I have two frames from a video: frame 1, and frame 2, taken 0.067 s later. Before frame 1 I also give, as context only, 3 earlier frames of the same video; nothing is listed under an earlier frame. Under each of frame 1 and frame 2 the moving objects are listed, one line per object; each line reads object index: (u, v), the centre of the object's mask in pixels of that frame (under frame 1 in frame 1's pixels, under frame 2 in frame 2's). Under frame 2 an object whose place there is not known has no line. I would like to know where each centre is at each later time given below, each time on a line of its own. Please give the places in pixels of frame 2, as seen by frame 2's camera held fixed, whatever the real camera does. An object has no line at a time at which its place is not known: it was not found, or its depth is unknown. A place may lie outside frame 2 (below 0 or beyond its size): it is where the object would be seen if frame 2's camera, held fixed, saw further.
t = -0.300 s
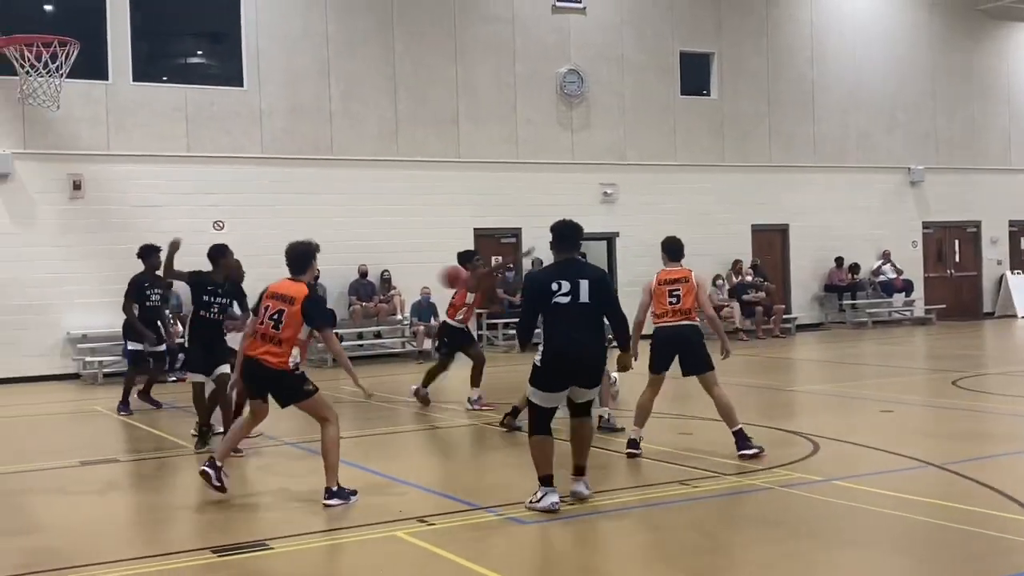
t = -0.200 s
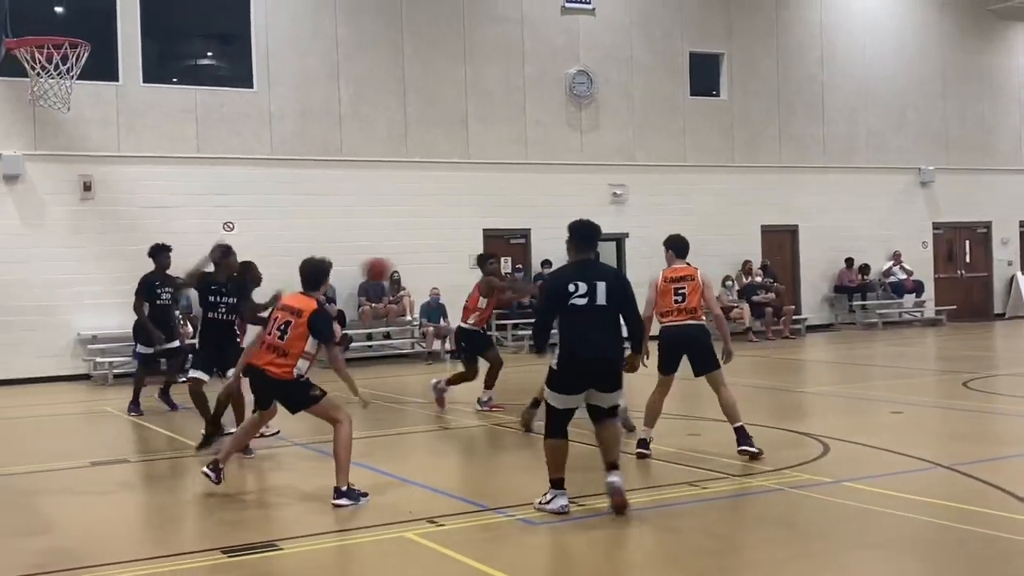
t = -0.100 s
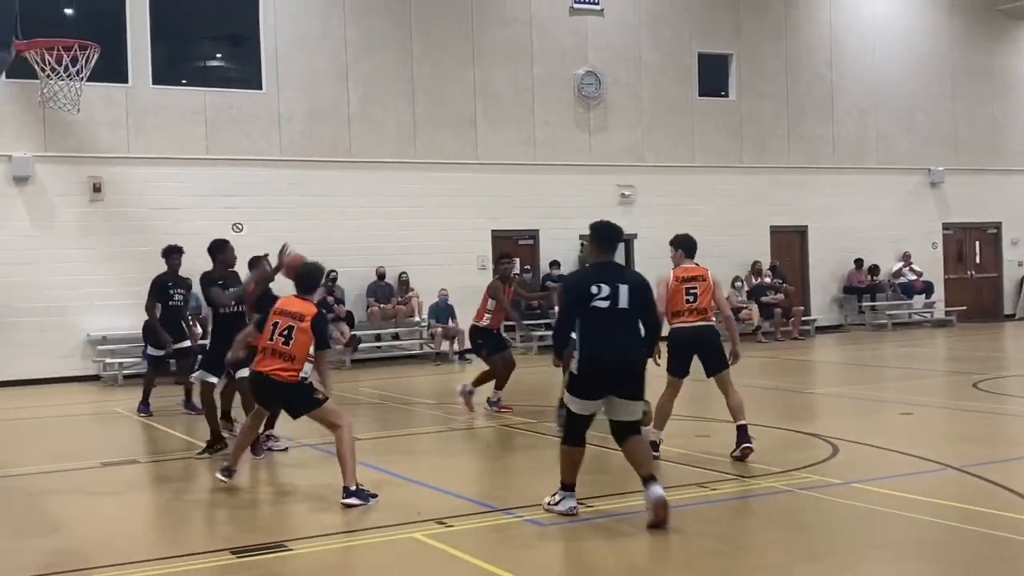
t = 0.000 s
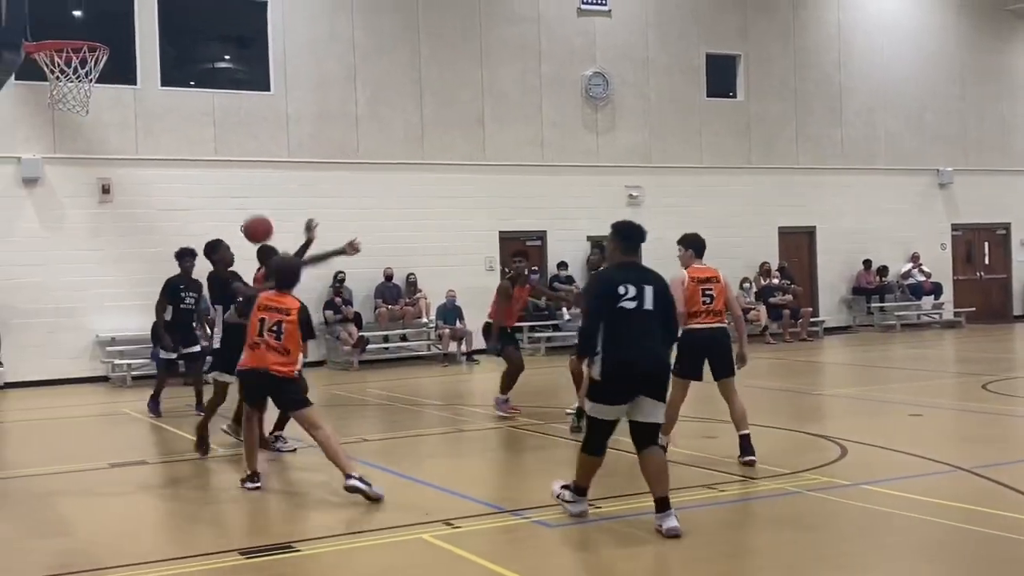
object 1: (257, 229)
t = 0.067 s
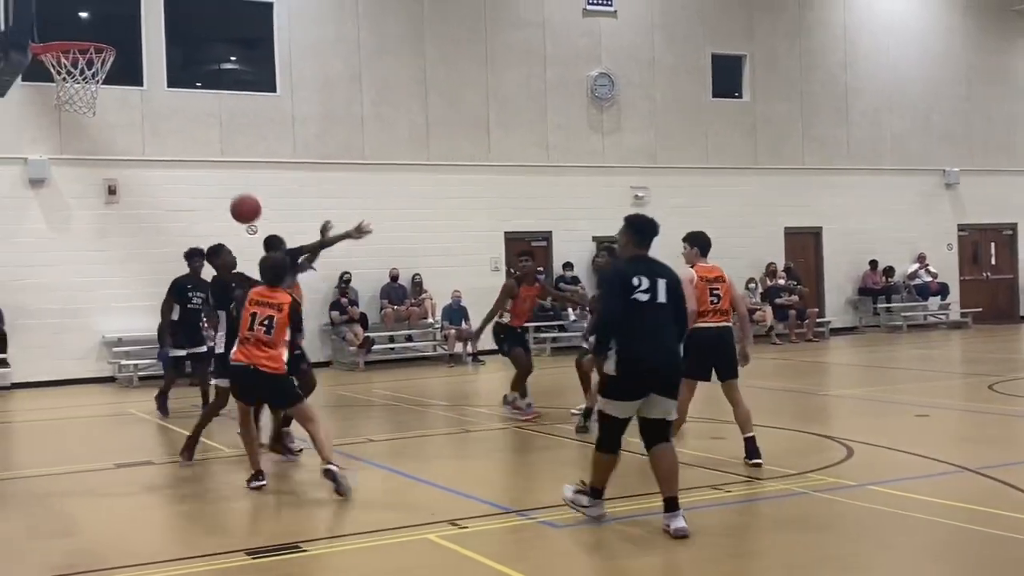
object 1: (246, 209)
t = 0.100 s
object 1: (235, 200)
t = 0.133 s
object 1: (225, 191)
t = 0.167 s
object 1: (215, 185)
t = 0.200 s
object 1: (204, 179)
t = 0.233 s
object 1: (194, 175)
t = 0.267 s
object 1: (182, 172)
